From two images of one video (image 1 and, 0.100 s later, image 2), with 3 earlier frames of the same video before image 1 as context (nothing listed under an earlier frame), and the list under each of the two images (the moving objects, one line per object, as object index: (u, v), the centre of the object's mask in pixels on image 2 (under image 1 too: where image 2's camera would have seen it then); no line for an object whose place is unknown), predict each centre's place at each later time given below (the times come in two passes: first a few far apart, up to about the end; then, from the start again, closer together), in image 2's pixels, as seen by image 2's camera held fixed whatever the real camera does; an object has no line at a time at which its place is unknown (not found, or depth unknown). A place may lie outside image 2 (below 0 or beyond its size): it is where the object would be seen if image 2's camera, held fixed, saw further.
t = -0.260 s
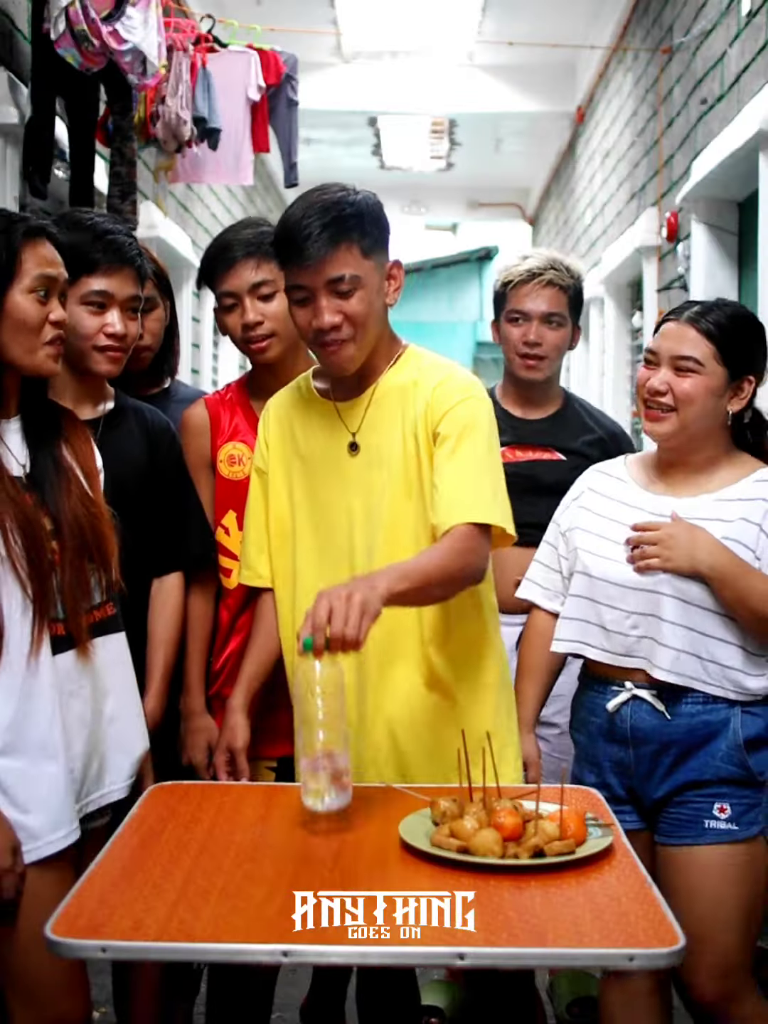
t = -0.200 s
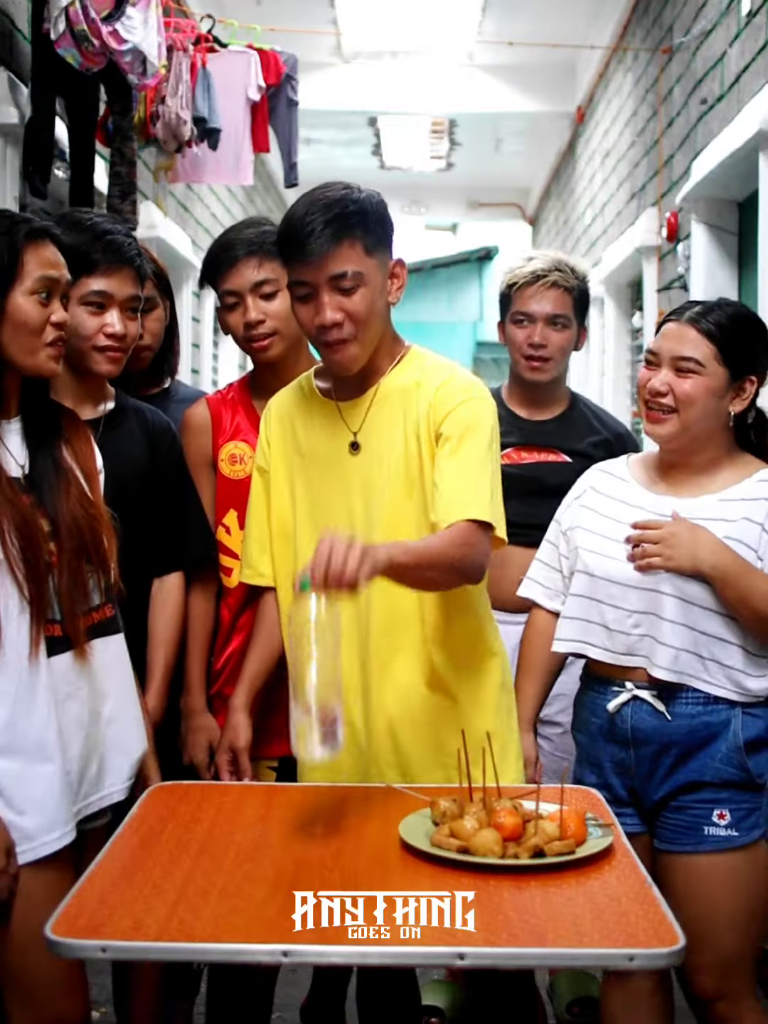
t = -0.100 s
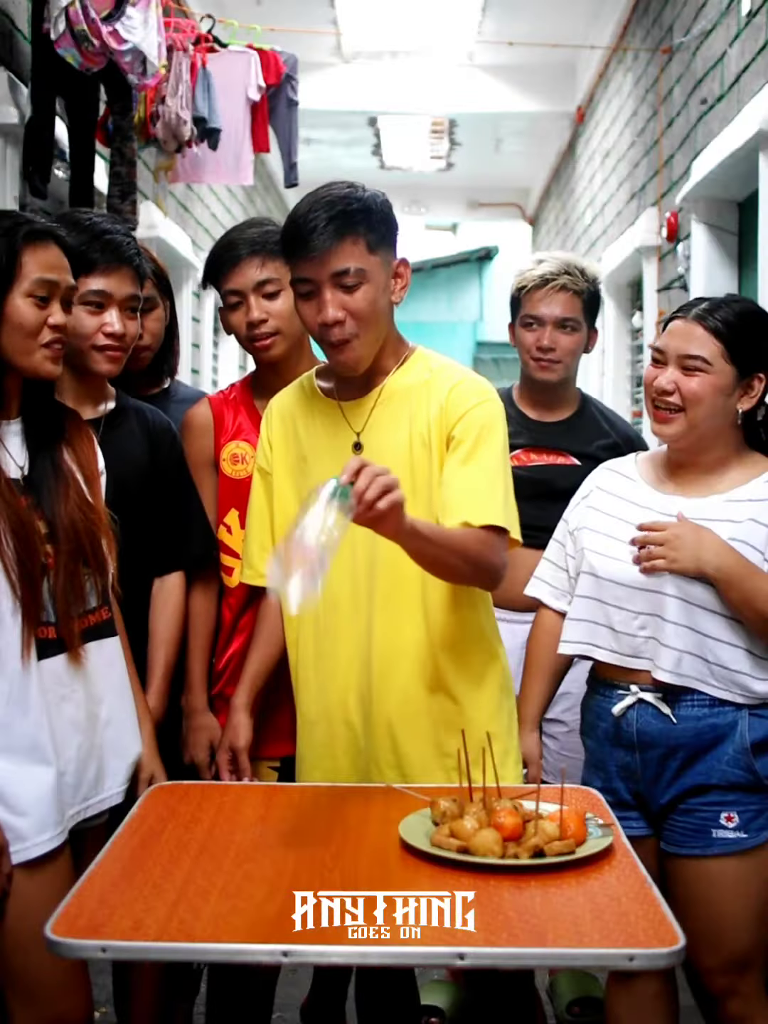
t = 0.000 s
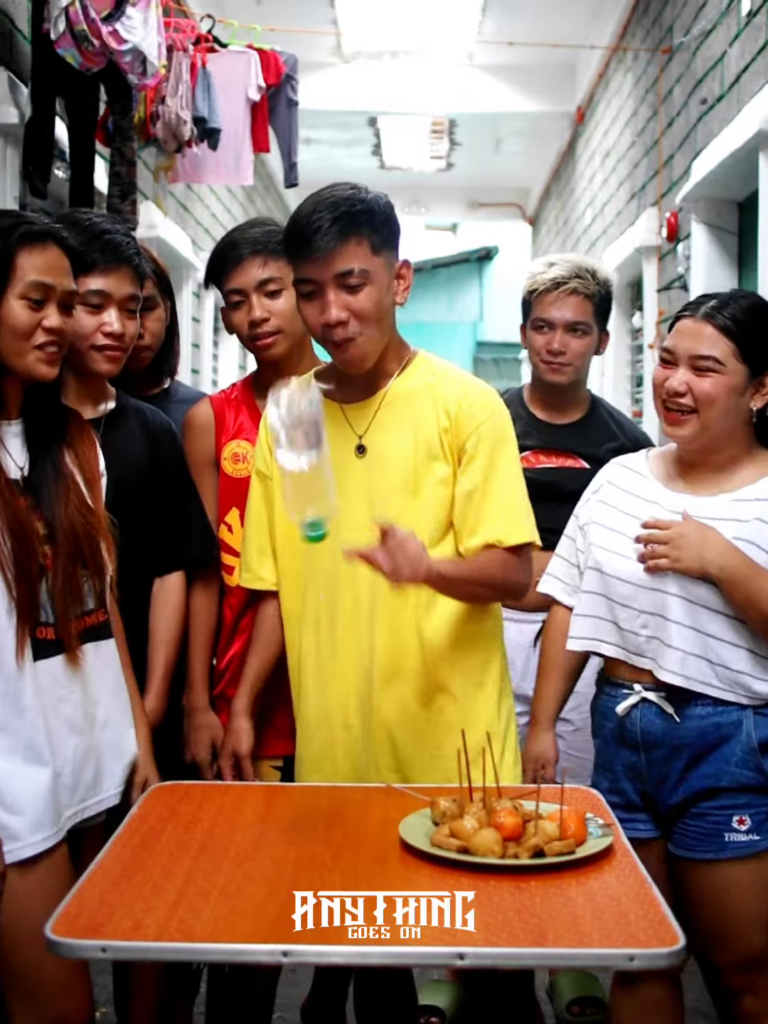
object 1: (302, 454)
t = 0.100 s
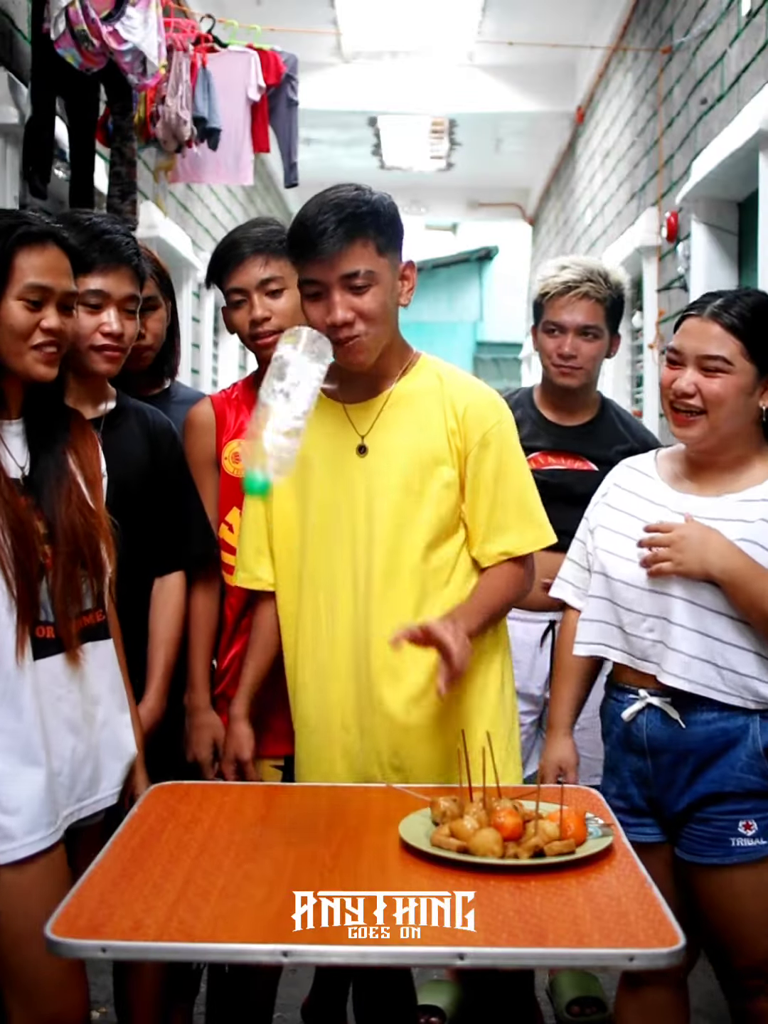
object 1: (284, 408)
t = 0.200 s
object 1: (279, 415)
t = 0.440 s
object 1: (271, 786)
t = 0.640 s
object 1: (266, 855)
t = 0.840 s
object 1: (276, 855)
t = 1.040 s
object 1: (289, 856)
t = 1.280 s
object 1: (309, 854)
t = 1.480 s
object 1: (323, 852)
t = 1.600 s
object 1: (329, 852)
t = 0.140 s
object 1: (280, 398)
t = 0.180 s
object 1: (280, 404)
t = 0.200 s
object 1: (279, 415)
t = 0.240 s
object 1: (279, 448)
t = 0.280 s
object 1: (278, 496)
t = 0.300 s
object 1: (277, 525)
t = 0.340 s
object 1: (275, 599)
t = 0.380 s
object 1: (273, 685)
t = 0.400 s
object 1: (273, 738)
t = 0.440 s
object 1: (271, 786)
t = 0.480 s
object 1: (269, 797)
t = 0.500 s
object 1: (268, 804)
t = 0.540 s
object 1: (269, 827)
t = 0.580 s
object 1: (269, 852)
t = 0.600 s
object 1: (267, 849)
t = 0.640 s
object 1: (266, 855)
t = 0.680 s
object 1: (268, 856)
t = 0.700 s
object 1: (270, 855)
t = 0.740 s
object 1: (274, 855)
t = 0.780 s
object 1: (276, 855)
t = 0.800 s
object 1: (276, 855)
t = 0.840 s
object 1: (276, 855)
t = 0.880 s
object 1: (277, 855)
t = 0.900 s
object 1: (278, 855)
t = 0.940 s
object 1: (280, 856)
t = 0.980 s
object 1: (285, 856)
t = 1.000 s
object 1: (286, 857)
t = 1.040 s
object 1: (289, 856)
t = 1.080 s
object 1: (289, 856)
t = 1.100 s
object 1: (291, 856)
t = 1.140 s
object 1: (295, 856)
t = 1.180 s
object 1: (301, 856)
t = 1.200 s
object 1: (303, 856)
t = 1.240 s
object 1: (307, 855)
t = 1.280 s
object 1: (309, 854)
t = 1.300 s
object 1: (310, 855)
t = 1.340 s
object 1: (313, 854)
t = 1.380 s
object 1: (317, 853)
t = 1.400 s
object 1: (318, 854)
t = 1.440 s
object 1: (322, 853)
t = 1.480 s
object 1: (323, 852)
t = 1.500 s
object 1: (324, 852)
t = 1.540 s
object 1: (325, 852)
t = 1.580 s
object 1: (328, 853)
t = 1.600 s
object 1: (329, 852)
